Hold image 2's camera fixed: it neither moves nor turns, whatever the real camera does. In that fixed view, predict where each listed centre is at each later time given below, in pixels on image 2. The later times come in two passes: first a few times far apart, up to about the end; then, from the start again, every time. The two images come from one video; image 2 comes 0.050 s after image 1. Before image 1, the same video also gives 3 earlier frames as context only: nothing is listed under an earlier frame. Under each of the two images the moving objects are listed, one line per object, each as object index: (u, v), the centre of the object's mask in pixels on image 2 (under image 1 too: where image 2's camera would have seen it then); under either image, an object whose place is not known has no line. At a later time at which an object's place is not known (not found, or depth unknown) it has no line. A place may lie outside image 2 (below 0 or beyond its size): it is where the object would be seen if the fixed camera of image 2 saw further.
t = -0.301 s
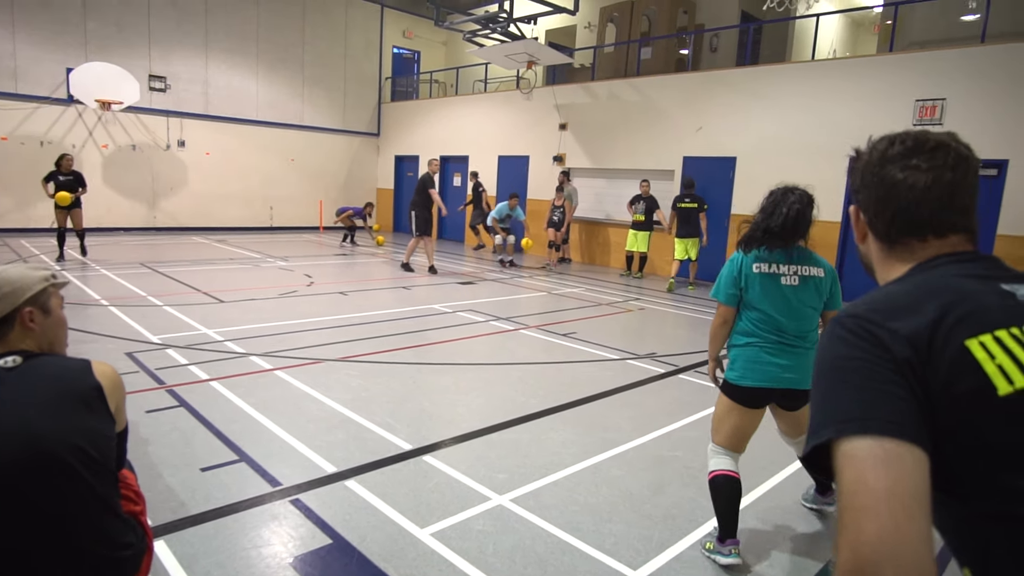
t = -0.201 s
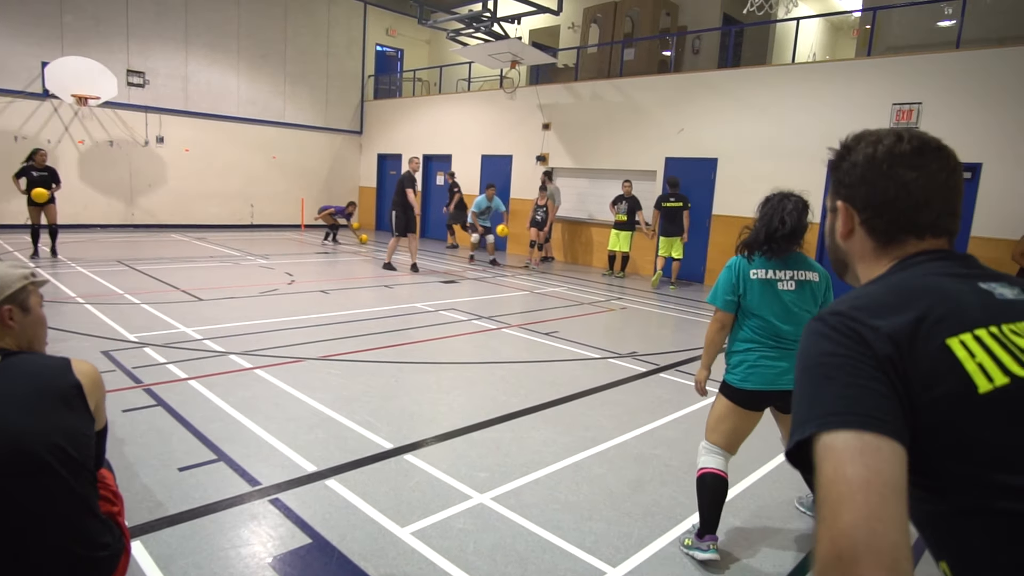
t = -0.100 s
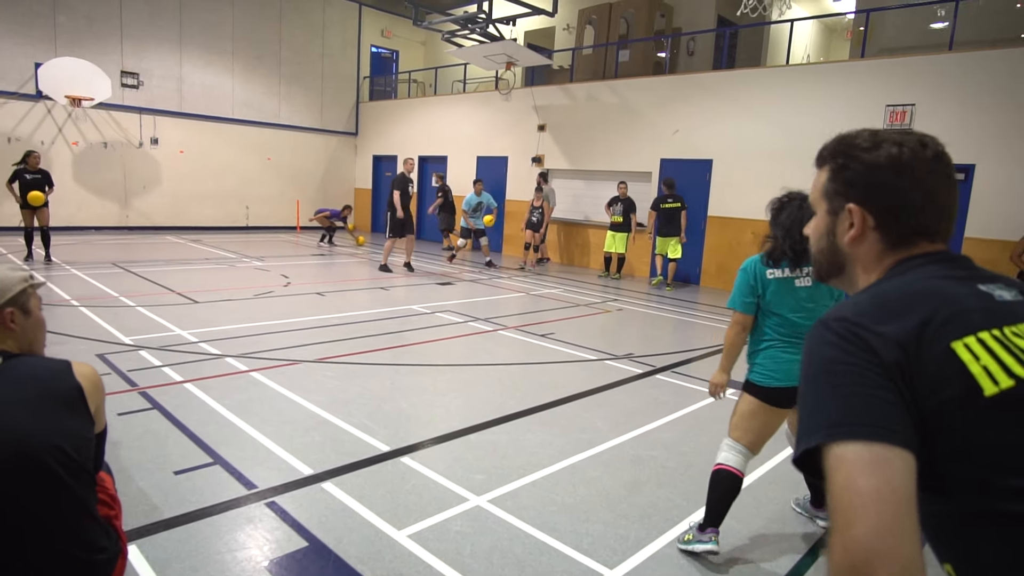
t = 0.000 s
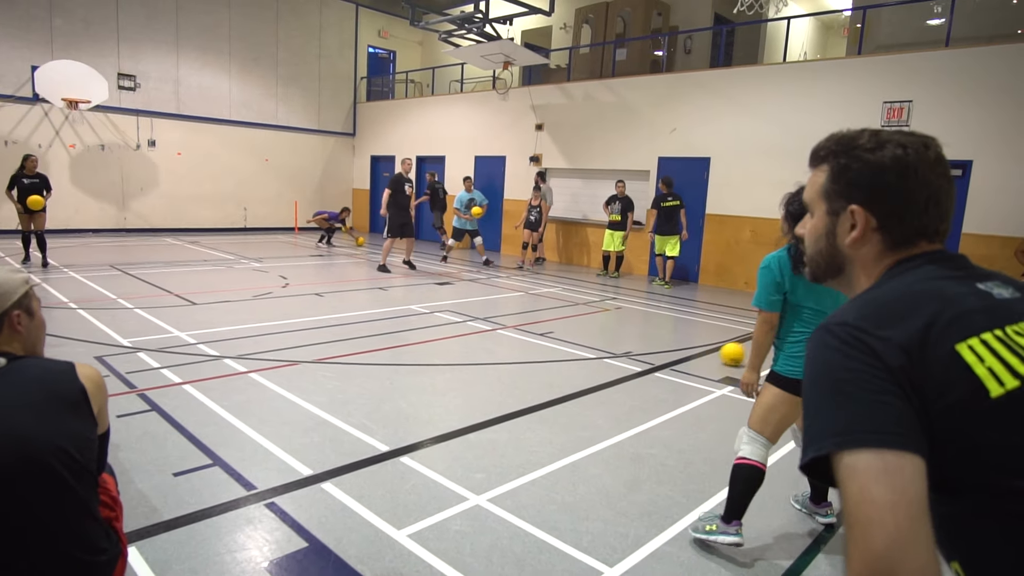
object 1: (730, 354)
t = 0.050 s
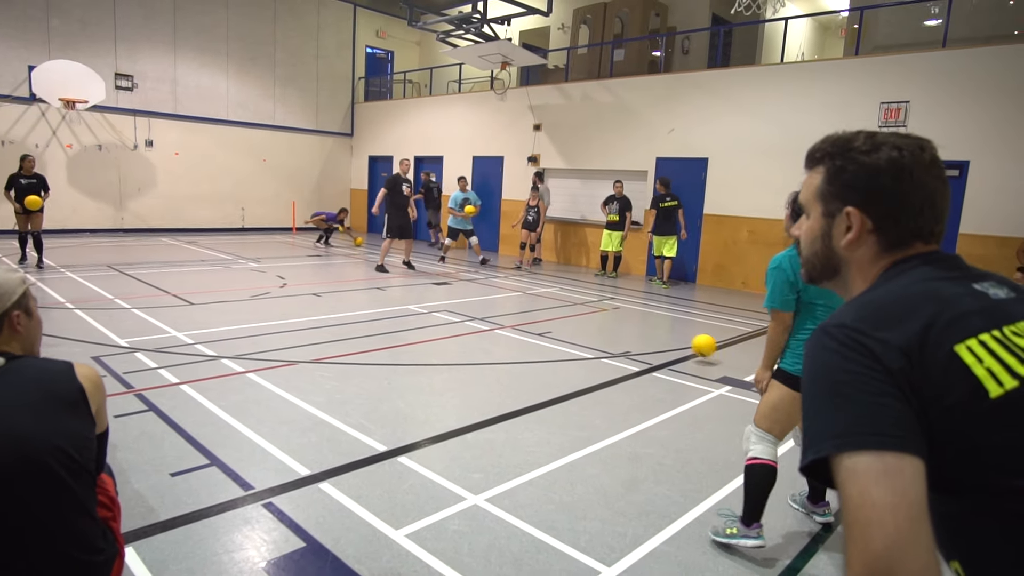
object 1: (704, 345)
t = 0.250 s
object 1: (600, 326)
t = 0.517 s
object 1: (471, 321)
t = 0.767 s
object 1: (362, 320)
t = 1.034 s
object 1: (260, 312)
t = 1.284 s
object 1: (175, 306)
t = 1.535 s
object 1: (98, 300)
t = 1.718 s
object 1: (49, 295)
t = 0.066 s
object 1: (695, 341)
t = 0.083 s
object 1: (686, 339)
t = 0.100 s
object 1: (678, 336)
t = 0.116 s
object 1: (669, 334)
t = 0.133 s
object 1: (661, 332)
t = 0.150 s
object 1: (652, 330)
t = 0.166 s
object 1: (643, 329)
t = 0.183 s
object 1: (634, 327)
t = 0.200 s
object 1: (626, 327)
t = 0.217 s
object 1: (617, 326)
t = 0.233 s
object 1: (609, 326)
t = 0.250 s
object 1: (600, 326)
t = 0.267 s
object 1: (592, 326)
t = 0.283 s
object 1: (583, 327)
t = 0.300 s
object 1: (574, 328)
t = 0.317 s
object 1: (566, 329)
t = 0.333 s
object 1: (558, 330)
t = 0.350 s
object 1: (549, 332)
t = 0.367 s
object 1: (541, 335)
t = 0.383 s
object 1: (533, 337)
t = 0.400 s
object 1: (525, 337)
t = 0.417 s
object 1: (516, 334)
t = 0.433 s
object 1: (509, 331)
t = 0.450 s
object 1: (501, 329)
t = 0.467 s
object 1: (494, 326)
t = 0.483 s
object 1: (486, 324)
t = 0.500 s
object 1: (478, 323)
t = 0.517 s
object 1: (471, 321)
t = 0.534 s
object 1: (463, 320)
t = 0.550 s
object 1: (456, 319)
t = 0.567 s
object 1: (448, 319)
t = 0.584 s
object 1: (441, 318)
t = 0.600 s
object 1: (433, 319)
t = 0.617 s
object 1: (426, 319)
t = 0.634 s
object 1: (419, 320)
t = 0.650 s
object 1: (412, 321)
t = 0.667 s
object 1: (404, 322)
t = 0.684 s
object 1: (397, 324)
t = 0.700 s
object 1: (390, 326)
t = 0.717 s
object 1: (383, 326)
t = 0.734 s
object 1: (376, 324)
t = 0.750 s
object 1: (369, 322)
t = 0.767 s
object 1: (362, 320)
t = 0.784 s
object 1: (355, 319)
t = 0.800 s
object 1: (349, 318)
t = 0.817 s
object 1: (342, 317)
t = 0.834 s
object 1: (335, 316)
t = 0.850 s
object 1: (329, 316)
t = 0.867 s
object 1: (322, 317)
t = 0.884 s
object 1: (316, 317)
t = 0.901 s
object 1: (309, 318)
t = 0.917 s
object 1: (303, 319)
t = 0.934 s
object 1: (297, 318)
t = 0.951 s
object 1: (291, 316)
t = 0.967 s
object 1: (284, 314)
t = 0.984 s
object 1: (278, 314)
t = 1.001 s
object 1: (272, 313)
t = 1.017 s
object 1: (266, 312)
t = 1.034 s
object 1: (260, 312)
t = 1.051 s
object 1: (254, 312)
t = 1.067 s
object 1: (248, 312)
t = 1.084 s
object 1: (242, 313)
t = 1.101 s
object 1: (236, 312)
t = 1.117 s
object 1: (231, 311)
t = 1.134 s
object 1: (225, 310)
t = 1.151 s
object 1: (219, 309)
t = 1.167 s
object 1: (214, 308)
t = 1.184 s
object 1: (208, 308)
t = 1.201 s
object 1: (202, 308)
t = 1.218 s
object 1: (196, 308)
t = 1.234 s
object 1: (191, 308)
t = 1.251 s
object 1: (186, 308)
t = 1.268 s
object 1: (180, 307)
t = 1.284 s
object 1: (175, 306)
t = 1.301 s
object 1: (169, 305)
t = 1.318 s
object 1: (164, 304)
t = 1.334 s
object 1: (159, 304)
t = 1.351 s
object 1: (154, 304)
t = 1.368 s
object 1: (149, 304)
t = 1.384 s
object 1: (143, 304)
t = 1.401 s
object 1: (138, 303)
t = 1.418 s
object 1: (133, 303)
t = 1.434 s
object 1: (128, 302)
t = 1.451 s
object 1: (123, 302)
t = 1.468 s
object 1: (117, 302)
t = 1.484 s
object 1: (113, 301)
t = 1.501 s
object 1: (108, 300)
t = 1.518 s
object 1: (103, 300)
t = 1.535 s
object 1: (98, 300)
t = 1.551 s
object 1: (93, 299)
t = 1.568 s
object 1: (88, 298)
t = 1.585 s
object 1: (83, 298)
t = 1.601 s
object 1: (79, 298)
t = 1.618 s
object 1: (74, 298)
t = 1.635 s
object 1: (69, 297)
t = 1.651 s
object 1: (64, 296)
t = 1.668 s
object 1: (60, 295)
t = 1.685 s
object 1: (55, 295)
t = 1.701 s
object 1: (52, 295)
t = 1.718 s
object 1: (49, 295)
